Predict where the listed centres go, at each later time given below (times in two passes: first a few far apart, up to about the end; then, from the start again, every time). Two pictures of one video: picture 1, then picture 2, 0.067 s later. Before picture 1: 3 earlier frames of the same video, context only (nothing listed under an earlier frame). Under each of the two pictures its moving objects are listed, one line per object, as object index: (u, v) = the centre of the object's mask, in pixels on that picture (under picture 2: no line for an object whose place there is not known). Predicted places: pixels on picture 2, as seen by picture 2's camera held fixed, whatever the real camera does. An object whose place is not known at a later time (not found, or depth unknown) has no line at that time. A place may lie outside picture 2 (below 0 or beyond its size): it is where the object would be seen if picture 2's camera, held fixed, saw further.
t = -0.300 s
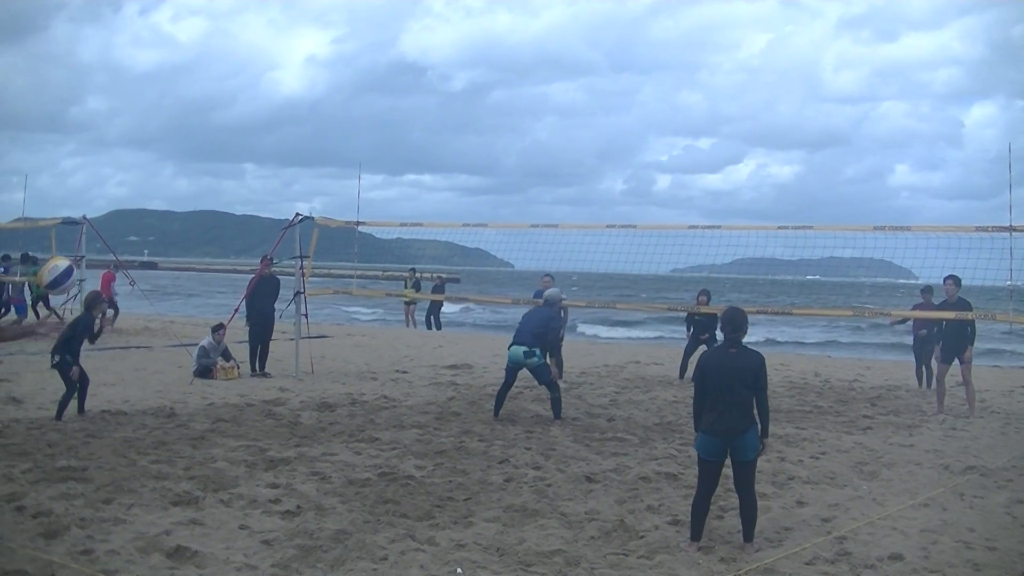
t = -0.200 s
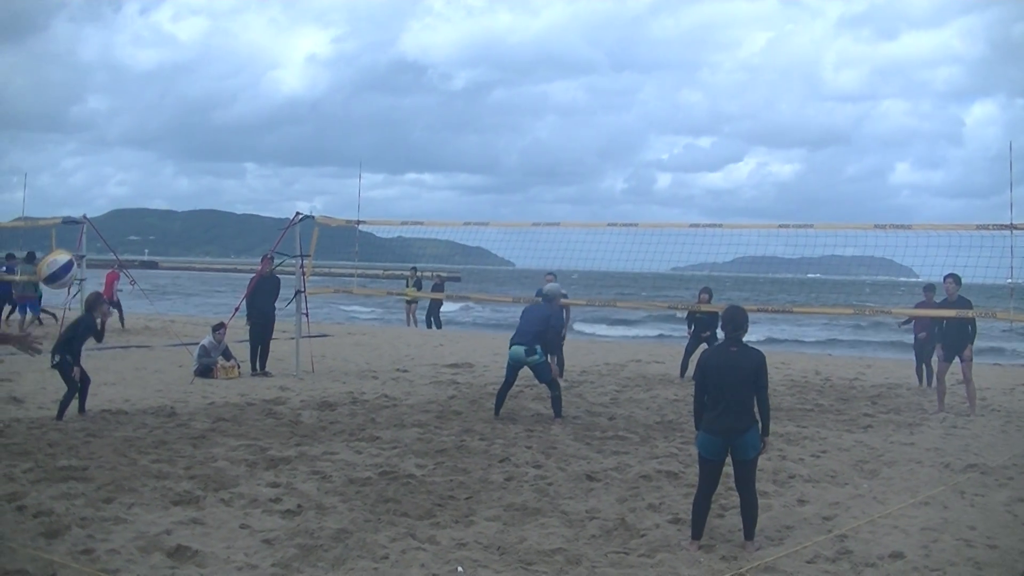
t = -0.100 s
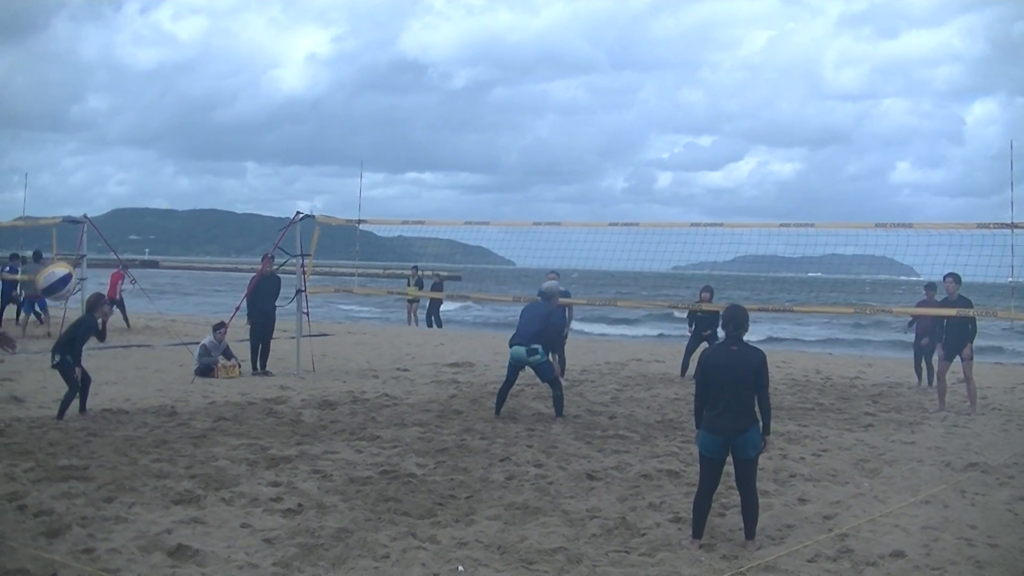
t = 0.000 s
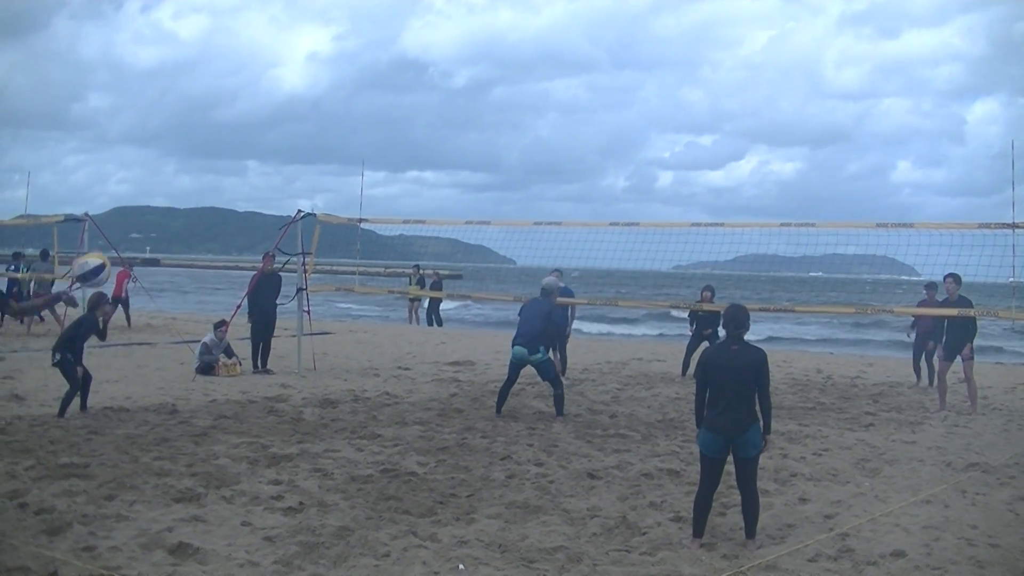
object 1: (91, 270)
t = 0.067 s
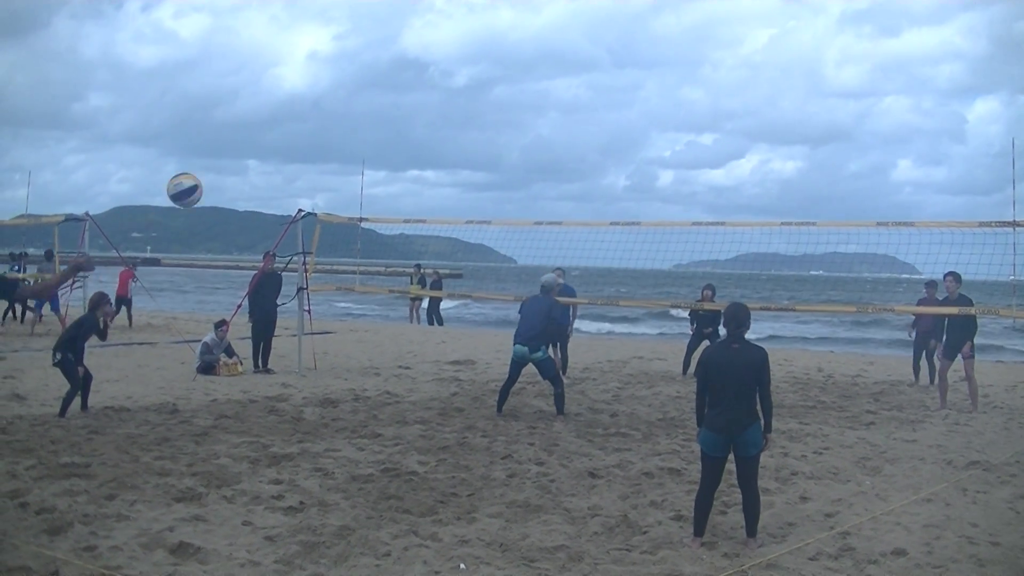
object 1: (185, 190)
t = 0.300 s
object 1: (412, 41)
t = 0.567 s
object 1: (545, 15)
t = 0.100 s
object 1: (226, 157)
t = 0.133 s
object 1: (264, 129)
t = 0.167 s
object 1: (299, 105)
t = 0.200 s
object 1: (331, 84)
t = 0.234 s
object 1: (361, 67)
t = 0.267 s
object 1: (388, 52)
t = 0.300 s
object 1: (412, 41)
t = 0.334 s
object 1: (435, 31)
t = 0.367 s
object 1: (455, 24)
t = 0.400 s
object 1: (474, 18)
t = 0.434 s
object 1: (491, 14)
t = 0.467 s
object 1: (506, 12)
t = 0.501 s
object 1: (520, 12)
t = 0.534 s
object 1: (533, 13)
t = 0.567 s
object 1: (545, 15)
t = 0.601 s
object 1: (557, 19)
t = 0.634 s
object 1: (567, 23)
